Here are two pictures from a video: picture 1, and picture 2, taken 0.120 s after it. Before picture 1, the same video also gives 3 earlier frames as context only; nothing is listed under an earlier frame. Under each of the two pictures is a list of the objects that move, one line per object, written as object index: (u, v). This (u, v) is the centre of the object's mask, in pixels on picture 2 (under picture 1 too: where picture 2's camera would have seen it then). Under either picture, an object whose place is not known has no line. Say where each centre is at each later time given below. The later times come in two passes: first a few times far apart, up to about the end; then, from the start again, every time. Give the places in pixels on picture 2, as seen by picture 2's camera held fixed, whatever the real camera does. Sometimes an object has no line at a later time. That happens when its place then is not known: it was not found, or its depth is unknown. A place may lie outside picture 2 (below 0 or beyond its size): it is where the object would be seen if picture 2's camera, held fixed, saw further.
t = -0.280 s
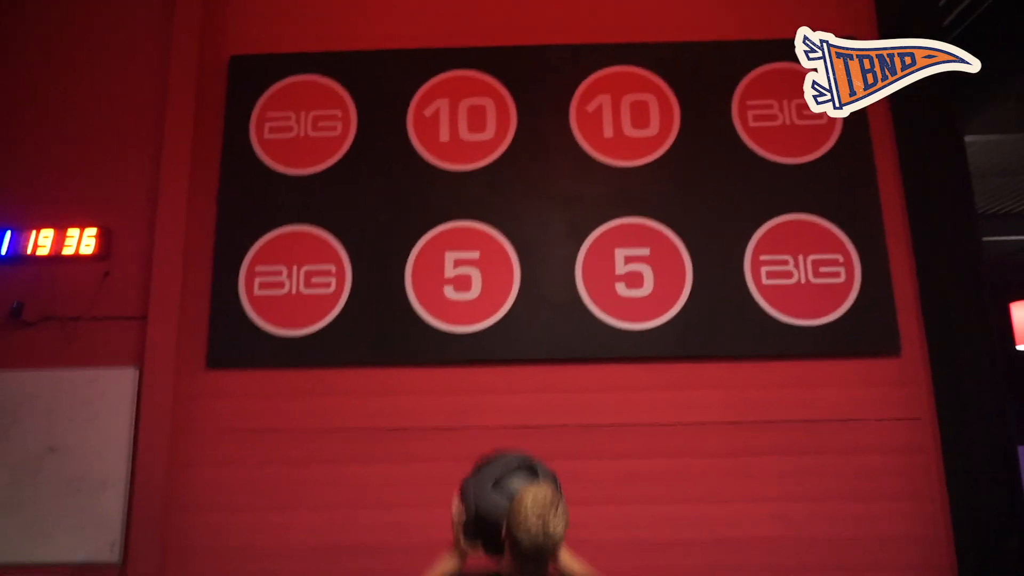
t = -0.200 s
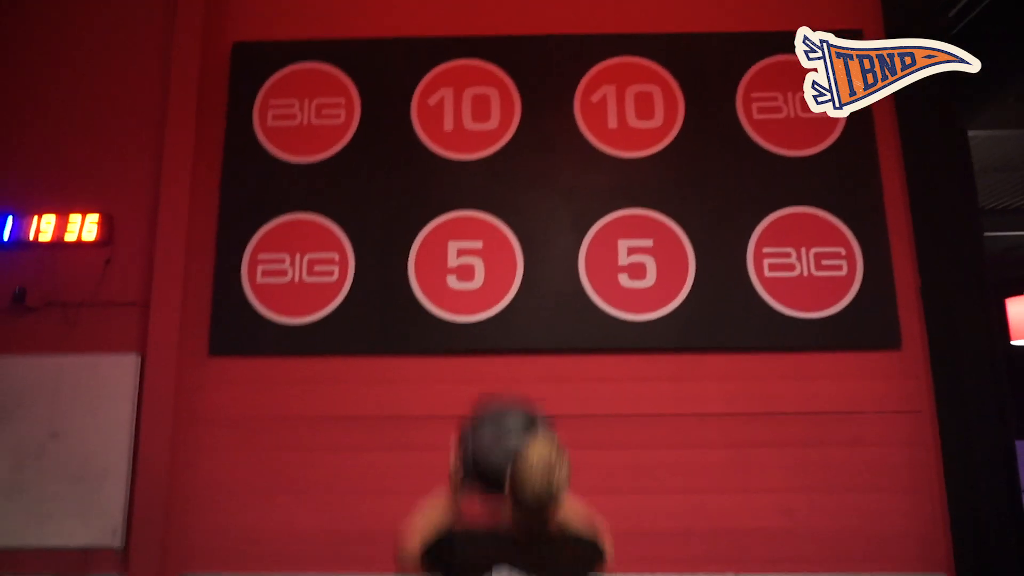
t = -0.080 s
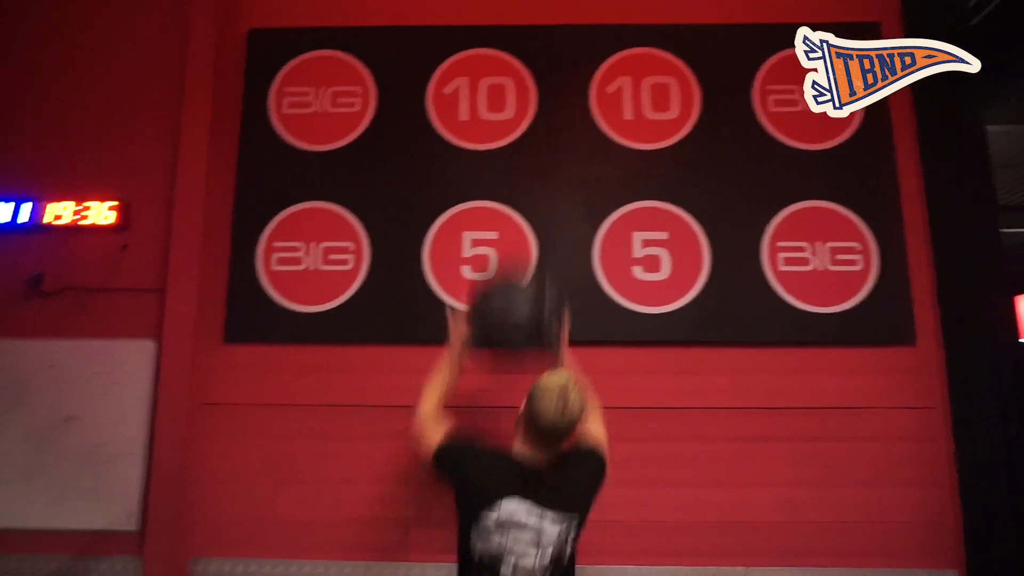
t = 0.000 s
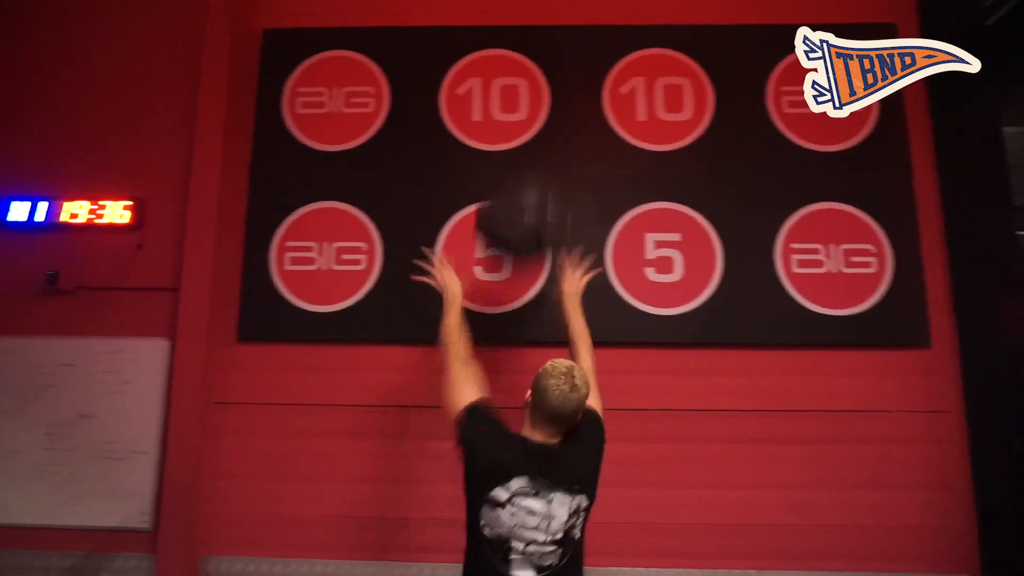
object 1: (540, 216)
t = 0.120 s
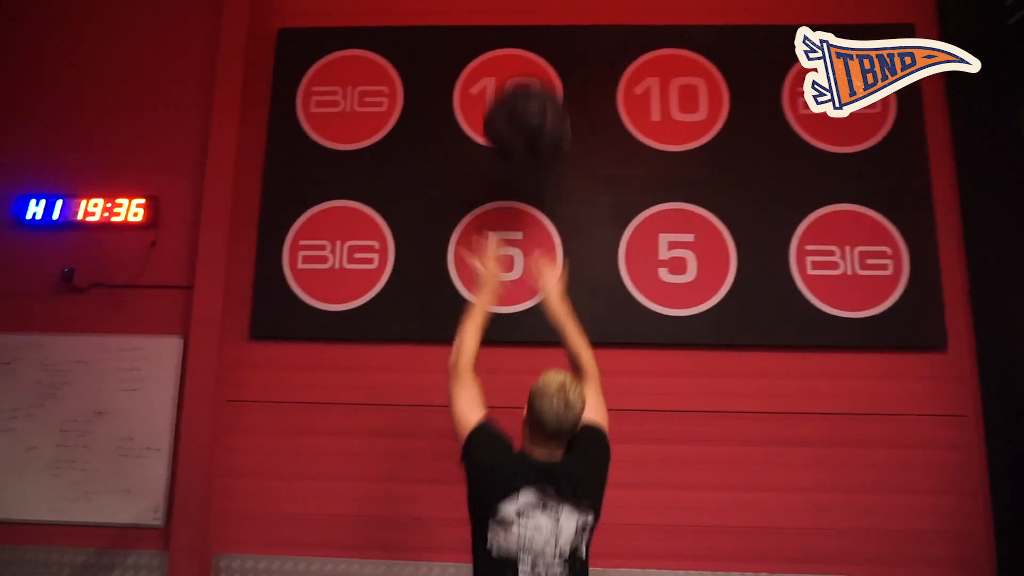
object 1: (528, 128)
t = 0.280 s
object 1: (514, 60)
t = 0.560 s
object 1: (498, 71)
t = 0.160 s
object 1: (522, 100)
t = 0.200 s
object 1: (520, 87)
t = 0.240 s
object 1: (518, 76)
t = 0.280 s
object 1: (514, 60)
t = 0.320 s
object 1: (513, 56)
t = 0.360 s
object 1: (511, 55)
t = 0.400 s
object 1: (507, 57)
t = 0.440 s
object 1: (503, 60)
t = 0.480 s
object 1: (503, 64)
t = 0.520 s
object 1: (501, 66)
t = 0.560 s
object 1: (498, 71)
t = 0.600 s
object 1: (495, 78)
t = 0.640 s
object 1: (492, 87)
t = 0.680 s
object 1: (488, 98)
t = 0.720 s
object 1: (488, 110)
